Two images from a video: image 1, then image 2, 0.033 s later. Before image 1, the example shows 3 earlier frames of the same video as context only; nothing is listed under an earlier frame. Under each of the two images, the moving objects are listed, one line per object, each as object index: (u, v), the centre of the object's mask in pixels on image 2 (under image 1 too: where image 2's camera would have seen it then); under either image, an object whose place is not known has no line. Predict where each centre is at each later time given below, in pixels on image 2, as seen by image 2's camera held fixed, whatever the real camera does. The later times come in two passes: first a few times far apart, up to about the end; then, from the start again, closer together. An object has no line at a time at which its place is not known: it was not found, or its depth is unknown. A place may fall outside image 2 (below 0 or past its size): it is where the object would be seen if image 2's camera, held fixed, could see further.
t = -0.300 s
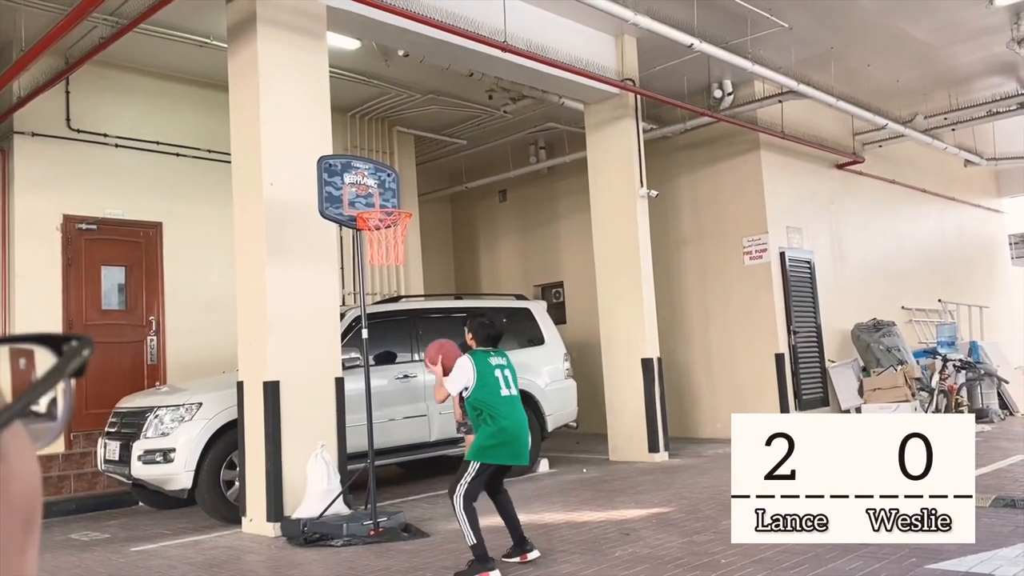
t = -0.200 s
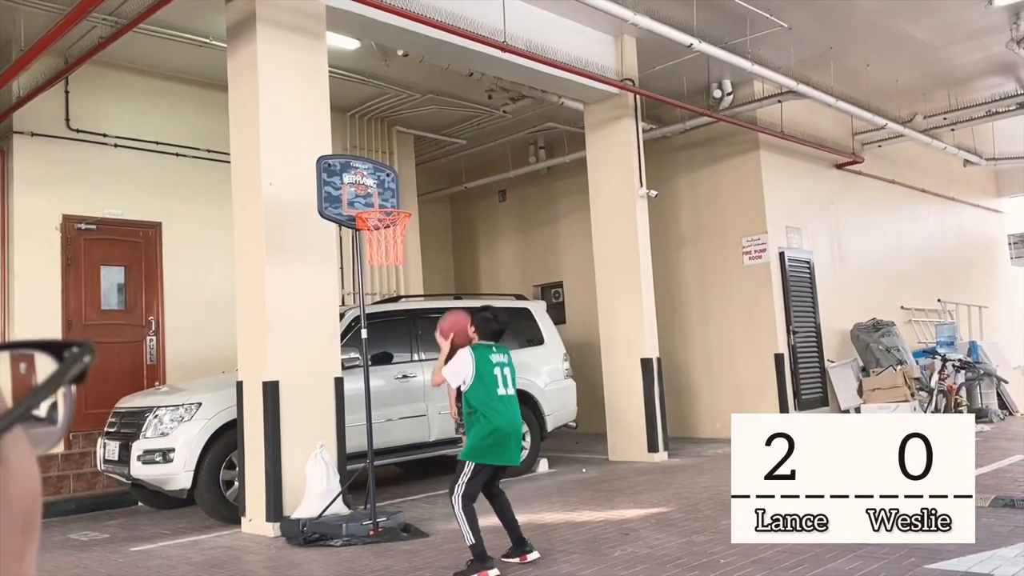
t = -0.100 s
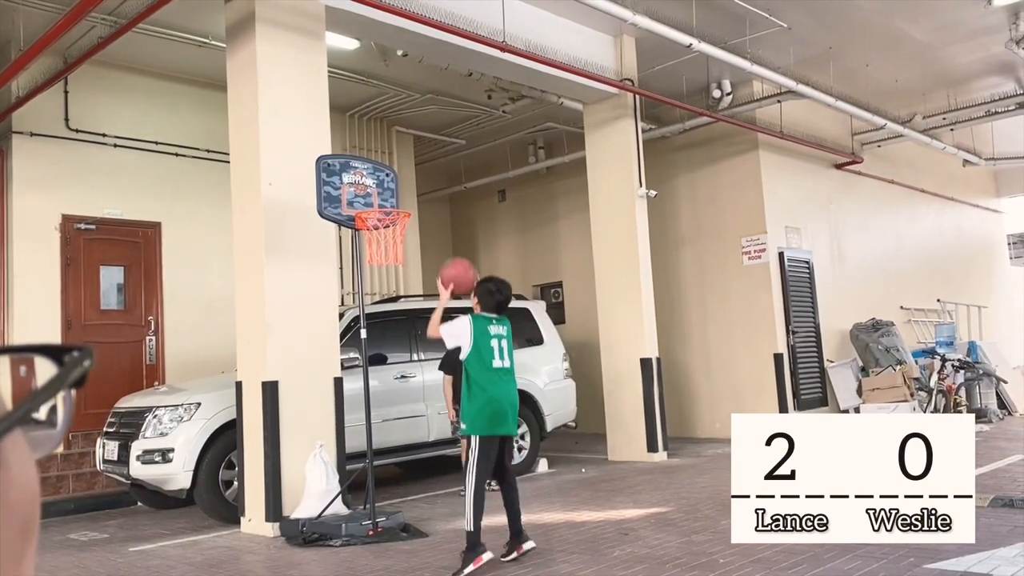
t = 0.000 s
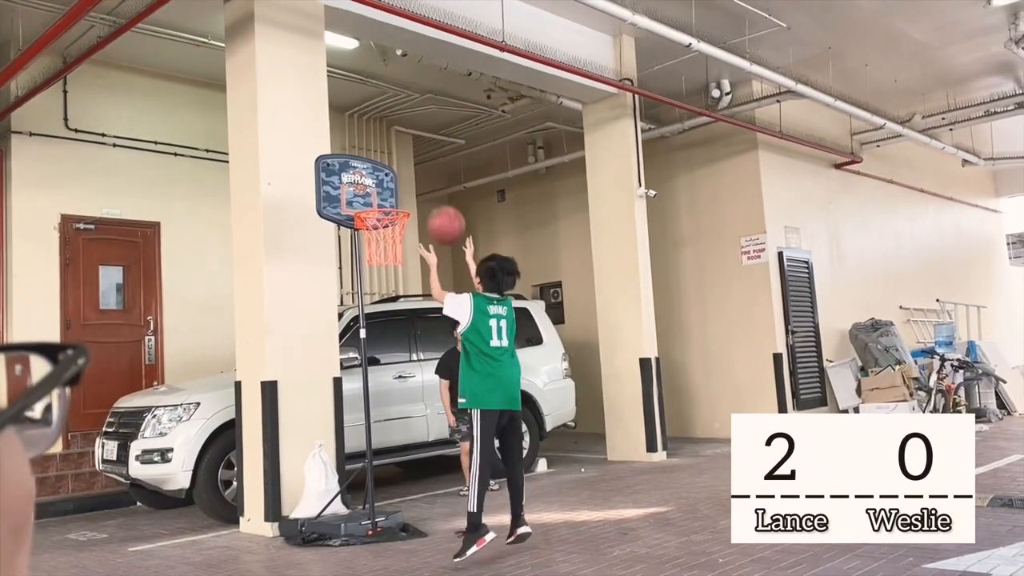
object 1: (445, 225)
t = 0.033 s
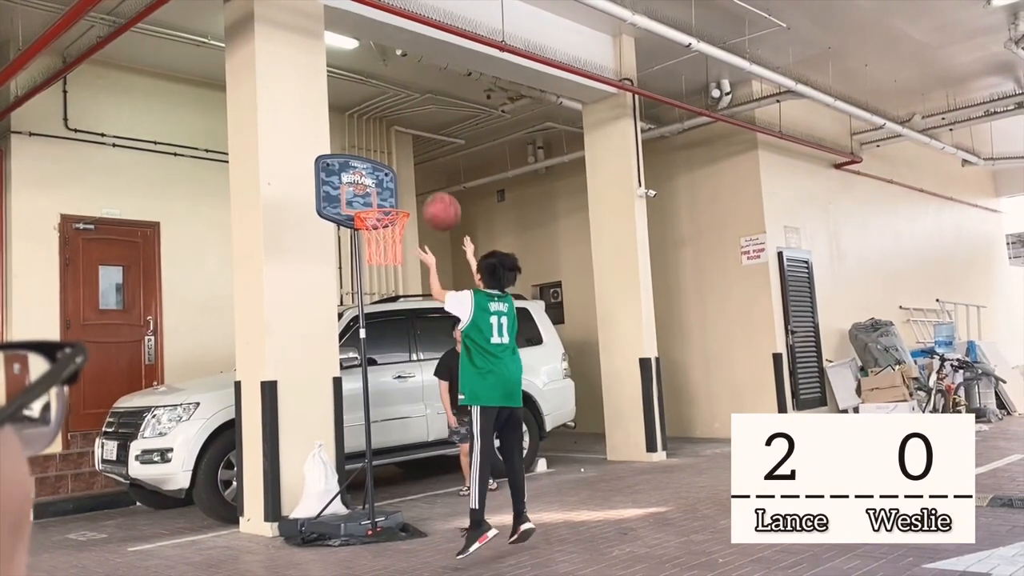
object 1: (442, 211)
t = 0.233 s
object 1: (421, 168)
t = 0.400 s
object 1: (408, 177)
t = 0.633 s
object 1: (413, 208)
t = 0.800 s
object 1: (425, 257)
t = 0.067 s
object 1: (438, 199)
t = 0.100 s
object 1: (434, 189)
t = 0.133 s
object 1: (431, 181)
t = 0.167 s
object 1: (428, 175)
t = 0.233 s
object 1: (421, 168)
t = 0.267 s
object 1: (418, 166)
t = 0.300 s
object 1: (416, 167)
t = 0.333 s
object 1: (413, 169)
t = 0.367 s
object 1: (411, 172)
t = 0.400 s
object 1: (408, 177)
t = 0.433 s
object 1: (406, 184)
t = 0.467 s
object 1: (404, 193)
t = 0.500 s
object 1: (404, 198)
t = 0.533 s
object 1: (406, 199)
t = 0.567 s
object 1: (408, 200)
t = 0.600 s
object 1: (410, 204)
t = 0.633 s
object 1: (413, 208)
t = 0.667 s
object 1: (415, 215)
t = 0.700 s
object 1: (417, 223)
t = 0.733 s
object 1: (420, 233)
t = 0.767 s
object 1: (422, 244)
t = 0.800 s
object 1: (425, 257)
